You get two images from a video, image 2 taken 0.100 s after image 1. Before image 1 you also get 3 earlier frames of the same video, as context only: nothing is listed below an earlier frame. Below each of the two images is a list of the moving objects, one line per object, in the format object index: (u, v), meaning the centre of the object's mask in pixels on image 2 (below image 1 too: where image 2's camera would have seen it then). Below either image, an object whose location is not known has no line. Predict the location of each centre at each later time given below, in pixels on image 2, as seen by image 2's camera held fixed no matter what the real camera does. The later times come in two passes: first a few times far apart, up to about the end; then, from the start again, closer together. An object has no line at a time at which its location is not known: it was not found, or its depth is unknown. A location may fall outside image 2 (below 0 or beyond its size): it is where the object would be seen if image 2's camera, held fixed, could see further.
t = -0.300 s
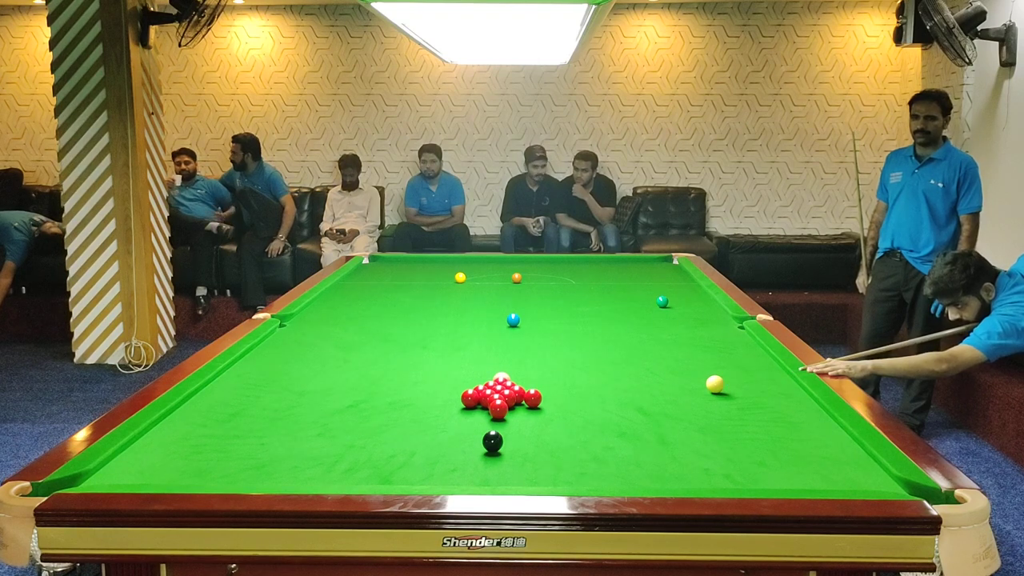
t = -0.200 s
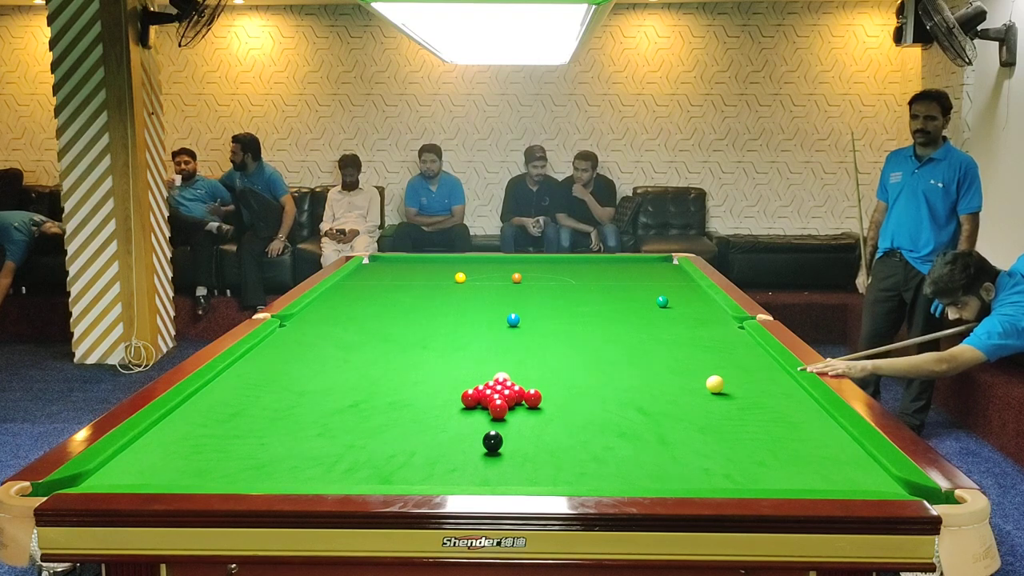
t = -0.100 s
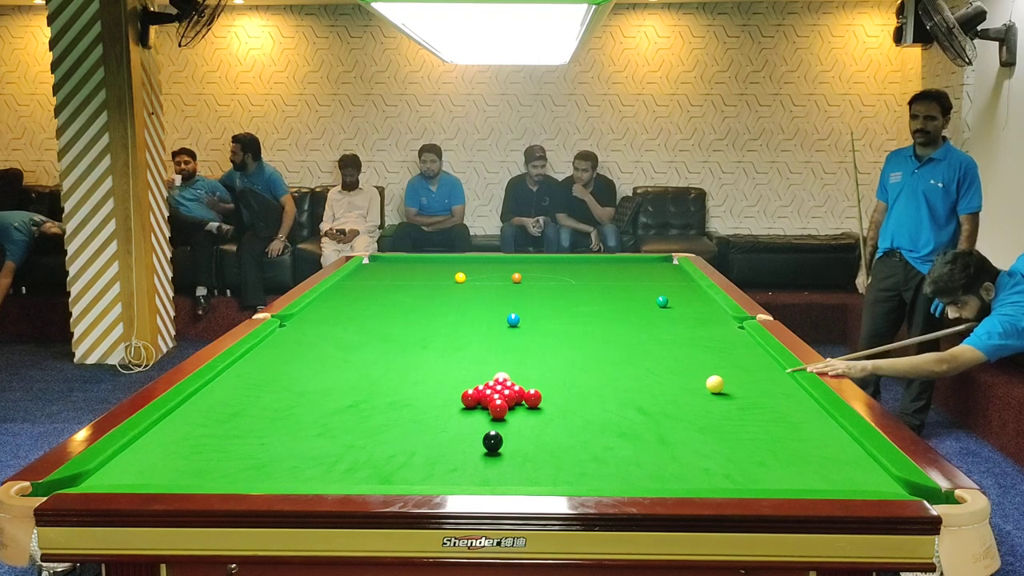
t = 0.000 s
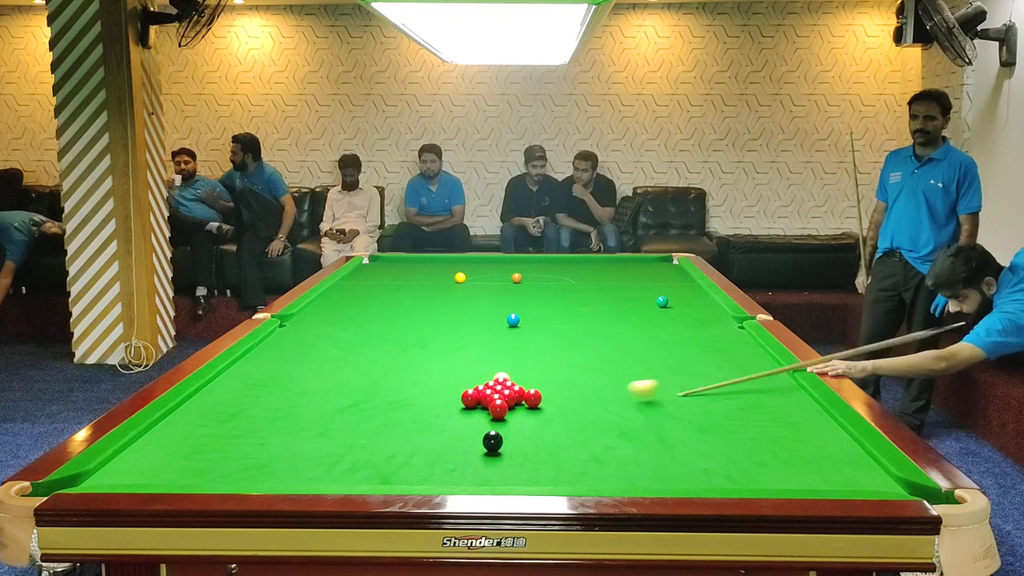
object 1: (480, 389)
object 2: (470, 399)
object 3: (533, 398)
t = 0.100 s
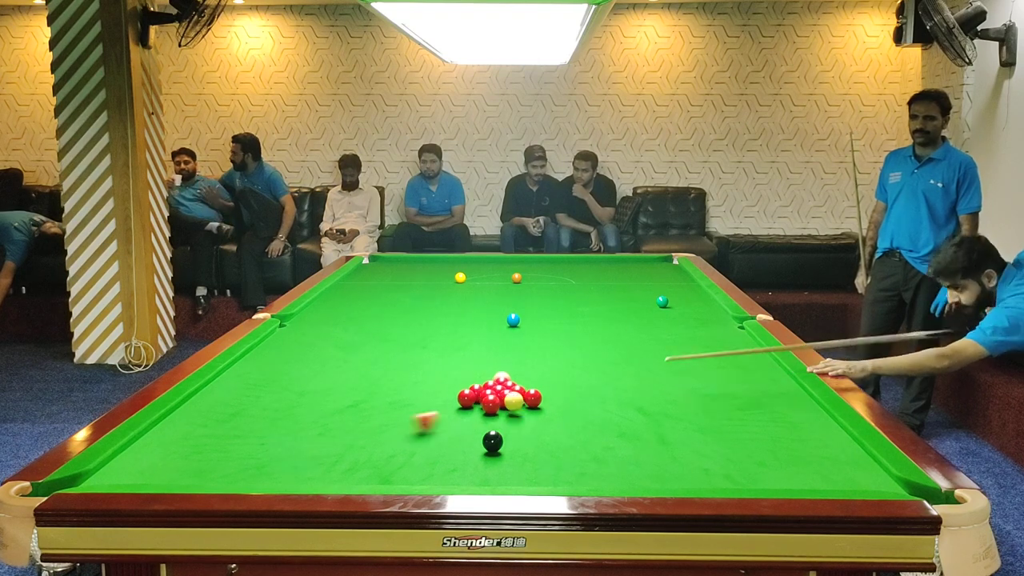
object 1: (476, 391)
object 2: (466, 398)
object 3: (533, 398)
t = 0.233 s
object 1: (463, 388)
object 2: (454, 398)
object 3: (536, 397)
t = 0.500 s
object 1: (437, 383)
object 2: (432, 396)
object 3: (548, 395)
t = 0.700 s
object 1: (419, 380)
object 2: (416, 396)
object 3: (557, 394)
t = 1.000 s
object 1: (395, 376)
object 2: (396, 395)
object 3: (569, 391)
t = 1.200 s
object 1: (380, 373)
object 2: (383, 395)
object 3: (576, 390)
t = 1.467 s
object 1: (362, 370)
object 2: (368, 394)
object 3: (583, 389)
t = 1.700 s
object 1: (348, 367)
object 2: (357, 394)
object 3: (589, 388)
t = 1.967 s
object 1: (334, 364)
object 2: (346, 394)
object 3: (593, 387)
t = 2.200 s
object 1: (322, 362)
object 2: (338, 393)
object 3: (597, 387)
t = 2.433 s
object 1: (312, 360)
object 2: (331, 393)
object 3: (599, 386)
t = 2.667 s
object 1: (303, 358)
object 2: (325, 394)
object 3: (600, 386)
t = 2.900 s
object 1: (295, 357)
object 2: (322, 393)
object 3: (600, 386)
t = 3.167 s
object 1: (286, 355)
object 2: (319, 393)
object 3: (600, 386)
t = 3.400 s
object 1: (281, 354)
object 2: (319, 393)
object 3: (599, 381)
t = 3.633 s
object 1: (276, 353)
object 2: (320, 393)
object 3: (600, 386)
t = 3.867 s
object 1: (272, 352)
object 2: (320, 393)
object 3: (600, 386)
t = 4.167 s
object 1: (268, 351)
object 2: (320, 393)
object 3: (600, 386)
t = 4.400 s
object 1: (266, 351)
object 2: (320, 393)
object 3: (600, 386)
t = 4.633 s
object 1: (265, 351)
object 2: (320, 393)
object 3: (600, 386)
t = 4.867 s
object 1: (264, 351)
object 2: (320, 393)
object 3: (600, 386)
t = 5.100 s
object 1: (265, 351)
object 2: (320, 393)
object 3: (600, 386)
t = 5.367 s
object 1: (265, 351)
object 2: (320, 393)
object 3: (600, 386)
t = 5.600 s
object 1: (264, 351)
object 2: (320, 393)
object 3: (600, 386)
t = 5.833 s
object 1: (264, 351)
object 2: (320, 393)
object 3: (600, 386)
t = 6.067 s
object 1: (264, 351)
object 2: (320, 393)
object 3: (600, 386)
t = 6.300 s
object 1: (265, 351)
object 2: (320, 393)
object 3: (600, 386)
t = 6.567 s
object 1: (264, 351)
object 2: (320, 393)
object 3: (600, 386)
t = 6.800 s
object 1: (264, 351)
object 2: (320, 393)
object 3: (600, 386)
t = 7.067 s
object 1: (264, 351)
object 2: (320, 393)
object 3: (600, 386)
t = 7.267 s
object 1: (264, 351)
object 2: (320, 393)
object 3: (600, 386)
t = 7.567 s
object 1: (264, 351)
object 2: (320, 393)
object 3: (600, 386)
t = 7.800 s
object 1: (265, 351)
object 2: (320, 393)
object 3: (600, 386)
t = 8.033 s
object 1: (265, 351)
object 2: (320, 393)
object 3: (600, 386)
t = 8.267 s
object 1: (265, 351)
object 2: (320, 393)
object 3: (600, 386)
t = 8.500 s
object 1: (264, 351)
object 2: (320, 393)
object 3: (600, 386)
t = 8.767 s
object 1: (264, 351)
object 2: (320, 393)
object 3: (600, 386)
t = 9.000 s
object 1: (264, 351)
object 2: (320, 393)
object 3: (600, 386)
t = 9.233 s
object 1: (265, 351)
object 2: (320, 393)
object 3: (600, 386)
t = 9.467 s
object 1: (265, 351)
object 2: (320, 393)
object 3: (600, 386)
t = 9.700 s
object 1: (264, 351)
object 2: (320, 393)
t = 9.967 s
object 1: (265, 351)
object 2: (320, 393)
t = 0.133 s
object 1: (474, 391)
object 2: (463, 398)
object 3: (533, 398)
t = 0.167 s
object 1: (470, 390)
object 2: (460, 398)
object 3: (533, 398)
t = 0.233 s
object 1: (463, 388)
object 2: (454, 398)
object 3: (536, 397)
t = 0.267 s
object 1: (460, 387)
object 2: (451, 397)
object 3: (539, 396)
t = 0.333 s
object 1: (453, 386)
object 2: (445, 397)
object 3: (542, 393)
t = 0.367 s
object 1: (450, 385)
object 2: (442, 397)
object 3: (542, 392)
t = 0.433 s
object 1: (444, 384)
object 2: (437, 397)
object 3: (543, 394)
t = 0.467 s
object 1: (440, 383)
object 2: (434, 396)
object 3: (546, 395)
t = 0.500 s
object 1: (437, 383)
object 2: (432, 396)
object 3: (548, 395)
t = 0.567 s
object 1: (431, 382)
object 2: (426, 396)
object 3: (551, 395)
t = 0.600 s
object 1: (428, 381)
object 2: (424, 396)
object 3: (553, 394)
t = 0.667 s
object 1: (422, 380)
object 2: (419, 396)
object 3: (556, 394)
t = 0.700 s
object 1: (419, 380)
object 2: (416, 396)
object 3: (557, 394)
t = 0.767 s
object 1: (414, 379)
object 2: (412, 396)
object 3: (560, 393)
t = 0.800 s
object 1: (411, 379)
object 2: (409, 396)
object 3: (561, 393)
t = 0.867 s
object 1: (405, 378)
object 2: (405, 396)
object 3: (564, 392)
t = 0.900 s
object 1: (403, 377)
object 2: (402, 396)
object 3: (565, 392)
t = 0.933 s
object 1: (400, 377)
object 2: (400, 395)
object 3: (567, 392)
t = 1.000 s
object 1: (395, 376)
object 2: (396, 395)
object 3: (569, 391)
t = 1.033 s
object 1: (393, 376)
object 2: (393, 395)
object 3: (570, 391)
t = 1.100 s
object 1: (388, 375)
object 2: (389, 395)
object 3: (572, 391)
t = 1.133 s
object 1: (385, 374)
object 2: (387, 395)
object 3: (574, 391)
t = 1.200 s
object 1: (380, 373)
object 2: (383, 395)
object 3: (576, 390)
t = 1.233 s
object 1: (378, 373)
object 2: (381, 395)
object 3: (577, 390)
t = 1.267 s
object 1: (376, 372)
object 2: (379, 395)
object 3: (578, 390)
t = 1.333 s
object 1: (371, 372)
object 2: (375, 395)
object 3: (580, 389)
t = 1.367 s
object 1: (369, 371)
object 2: (374, 395)
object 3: (581, 389)
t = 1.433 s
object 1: (365, 370)
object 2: (370, 394)
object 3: (582, 389)
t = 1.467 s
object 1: (362, 370)
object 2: (368, 394)
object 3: (583, 389)
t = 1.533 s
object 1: (358, 369)
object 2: (365, 394)
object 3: (585, 388)
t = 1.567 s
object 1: (356, 369)
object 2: (363, 394)
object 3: (586, 388)
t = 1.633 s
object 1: (352, 368)
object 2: (360, 394)
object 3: (587, 388)
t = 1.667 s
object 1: (350, 368)
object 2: (359, 394)
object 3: (588, 388)
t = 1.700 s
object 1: (348, 367)
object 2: (357, 394)
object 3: (589, 388)
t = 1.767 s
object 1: (345, 366)
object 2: (354, 394)
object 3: (590, 387)
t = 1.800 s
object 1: (343, 366)
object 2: (353, 394)
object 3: (591, 387)
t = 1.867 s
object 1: (339, 365)
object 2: (350, 394)
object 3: (592, 387)
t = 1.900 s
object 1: (337, 365)
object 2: (349, 394)
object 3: (592, 387)
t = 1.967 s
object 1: (334, 364)
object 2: (346, 394)
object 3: (593, 387)
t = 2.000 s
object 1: (332, 364)
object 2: (345, 394)
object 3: (594, 387)
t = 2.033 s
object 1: (330, 364)
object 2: (344, 394)
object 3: (594, 387)
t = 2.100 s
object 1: (327, 363)
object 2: (341, 394)
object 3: (595, 387)
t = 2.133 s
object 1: (325, 363)
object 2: (340, 394)
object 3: (596, 386)
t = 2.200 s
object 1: (322, 362)
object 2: (338, 393)
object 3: (597, 387)
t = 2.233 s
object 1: (321, 362)
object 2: (337, 394)
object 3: (597, 386)
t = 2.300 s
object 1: (318, 361)
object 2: (335, 394)
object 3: (598, 386)
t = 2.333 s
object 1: (316, 361)
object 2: (334, 393)
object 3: (598, 386)
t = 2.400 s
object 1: (313, 360)
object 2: (332, 394)
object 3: (599, 386)
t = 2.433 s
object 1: (312, 360)
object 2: (331, 393)
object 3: (599, 386)
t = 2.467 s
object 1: (311, 360)
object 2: (330, 394)
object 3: (599, 386)
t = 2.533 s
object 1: (308, 359)
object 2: (329, 394)
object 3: (599, 386)
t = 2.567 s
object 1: (307, 359)
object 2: (328, 394)
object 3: (600, 386)
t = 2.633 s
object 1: (304, 358)
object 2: (326, 394)
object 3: (600, 386)
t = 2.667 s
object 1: (303, 358)
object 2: (325, 394)
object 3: (600, 386)
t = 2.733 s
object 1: (300, 358)
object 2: (324, 394)
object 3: (600, 386)
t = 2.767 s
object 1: (299, 357)
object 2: (324, 394)
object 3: (600, 386)
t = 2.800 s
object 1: (298, 357)
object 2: (323, 394)
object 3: (600, 386)
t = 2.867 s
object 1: (296, 357)
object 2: (322, 393)
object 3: (600, 386)
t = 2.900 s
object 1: (295, 357)
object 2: (322, 393)
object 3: (600, 386)
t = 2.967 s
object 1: (293, 356)
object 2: (321, 393)
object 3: (600, 386)
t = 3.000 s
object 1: (291, 356)
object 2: (320, 393)
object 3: (599, 386)
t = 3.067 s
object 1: (289, 356)
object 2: (320, 393)
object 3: (600, 386)
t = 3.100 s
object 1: (288, 355)
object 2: (320, 393)
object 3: (599, 386)
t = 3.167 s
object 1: (286, 355)
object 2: (319, 393)
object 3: (600, 386)
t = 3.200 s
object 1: (286, 355)
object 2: (319, 393)
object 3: (599, 386)
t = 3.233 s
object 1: (285, 355)
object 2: (319, 393)
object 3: (599, 386)
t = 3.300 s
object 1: (283, 354)
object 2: (319, 393)
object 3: (597, 385)
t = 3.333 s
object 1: (282, 354)
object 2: (319, 393)
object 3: (597, 384)
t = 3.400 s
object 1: (281, 354)
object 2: (319, 393)
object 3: (599, 381)
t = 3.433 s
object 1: (280, 354)
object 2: (319, 393)
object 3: (601, 381)
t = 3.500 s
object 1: (278, 353)
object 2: (319, 393)
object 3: (602, 384)
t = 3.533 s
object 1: (278, 353)
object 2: (319, 393)
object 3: (602, 385)
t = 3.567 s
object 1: (277, 353)
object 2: (319, 393)
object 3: (601, 386)
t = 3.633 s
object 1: (276, 353)
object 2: (320, 393)
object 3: (600, 386)
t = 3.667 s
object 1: (275, 353)
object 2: (320, 393)
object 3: (600, 386)
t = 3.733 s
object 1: (274, 353)
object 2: (320, 393)
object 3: (600, 386)
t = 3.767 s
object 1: (273, 352)
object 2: (320, 393)
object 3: (600, 386)
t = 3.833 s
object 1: (272, 352)
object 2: (320, 393)
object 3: (600, 386)
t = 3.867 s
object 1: (272, 352)
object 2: (320, 393)
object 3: (600, 386)
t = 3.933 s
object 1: (271, 352)
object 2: (320, 393)
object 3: (600, 386)
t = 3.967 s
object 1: (270, 352)
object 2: (320, 393)
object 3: (600, 386)
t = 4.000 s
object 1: (270, 352)
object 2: (320, 393)
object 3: (600, 386)
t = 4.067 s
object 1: (269, 352)
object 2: (320, 393)
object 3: (600, 386)
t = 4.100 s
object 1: (269, 351)
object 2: (320, 393)
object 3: (600, 386)
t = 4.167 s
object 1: (268, 351)
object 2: (320, 393)
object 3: (600, 386)
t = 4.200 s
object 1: (268, 351)
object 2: (320, 393)
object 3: (600, 386)
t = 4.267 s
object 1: (267, 351)
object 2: (320, 393)
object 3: (600, 386)
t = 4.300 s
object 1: (267, 351)
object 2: (320, 393)
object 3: (600, 386)
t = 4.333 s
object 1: (267, 351)
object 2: (320, 393)
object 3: (600, 386)
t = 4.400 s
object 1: (266, 351)
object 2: (320, 393)
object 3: (600, 386)
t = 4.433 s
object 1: (266, 351)
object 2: (320, 393)
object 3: (600, 386)
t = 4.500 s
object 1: (266, 351)
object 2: (320, 393)
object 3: (600, 386)
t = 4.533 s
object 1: (265, 351)
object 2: (320, 393)
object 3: (600, 386)
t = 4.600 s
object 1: (265, 351)
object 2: (320, 393)
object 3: (600, 386)
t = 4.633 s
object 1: (265, 351)
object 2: (320, 393)
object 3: (600, 386)
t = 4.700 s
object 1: (265, 351)
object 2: (320, 393)
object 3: (600, 386)
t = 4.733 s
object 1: (264, 351)
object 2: (320, 393)
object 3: (600, 386)
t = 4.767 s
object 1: (264, 351)
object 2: (320, 393)
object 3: (600, 386)
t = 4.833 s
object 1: (264, 351)
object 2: (320, 393)
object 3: (600, 386)
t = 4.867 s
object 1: (264, 351)
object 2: (320, 393)
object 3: (600, 386)
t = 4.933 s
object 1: (264, 351)
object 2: (320, 393)
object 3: (600, 386)
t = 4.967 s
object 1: (264, 350)
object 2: (320, 393)
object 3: (600, 386)
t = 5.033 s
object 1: (264, 351)
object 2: (320, 393)
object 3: (600, 386)
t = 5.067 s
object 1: (265, 351)
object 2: (320, 393)
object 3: (600, 386)
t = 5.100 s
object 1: (265, 351)
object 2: (320, 393)
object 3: (600, 386)
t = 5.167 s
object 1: (265, 351)
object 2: (320, 393)
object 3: (600, 386)
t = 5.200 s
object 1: (265, 351)
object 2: (320, 393)
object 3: (600, 386)
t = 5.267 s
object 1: (265, 351)
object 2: (320, 393)
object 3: (600, 386)
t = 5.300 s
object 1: (265, 351)
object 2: (320, 393)
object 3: (600, 386)
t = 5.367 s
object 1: (265, 351)
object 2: (320, 393)
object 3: (600, 386)
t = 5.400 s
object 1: (265, 351)
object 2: (320, 393)
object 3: (600, 386)
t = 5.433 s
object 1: (264, 351)
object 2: (320, 393)
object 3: (600, 386)
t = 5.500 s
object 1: (265, 351)
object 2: (320, 393)
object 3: (600, 386)
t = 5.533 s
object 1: (265, 351)
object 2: (320, 393)
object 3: (600, 386)
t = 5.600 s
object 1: (264, 351)
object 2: (320, 393)
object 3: (600, 386)
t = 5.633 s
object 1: (264, 351)
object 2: (320, 393)
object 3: (599, 386)
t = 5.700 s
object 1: (264, 351)
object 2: (320, 393)
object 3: (600, 386)
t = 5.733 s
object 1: (264, 351)
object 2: (320, 393)
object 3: (600, 386)
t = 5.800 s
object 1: (265, 351)
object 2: (320, 393)
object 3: (600, 386)
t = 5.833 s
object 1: (264, 351)
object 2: (320, 393)
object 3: (600, 386)
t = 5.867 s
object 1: (265, 351)
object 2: (320, 393)
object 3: (600, 386)
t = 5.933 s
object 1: (264, 351)
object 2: (320, 393)
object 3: (600, 386)
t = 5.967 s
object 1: (265, 351)
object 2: (320, 393)
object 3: (600, 386)
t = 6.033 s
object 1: (265, 351)
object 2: (320, 393)
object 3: (600, 386)
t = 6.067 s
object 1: (264, 351)
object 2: (320, 393)
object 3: (600, 386)
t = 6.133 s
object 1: (264, 351)
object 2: (320, 393)
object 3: (600, 386)
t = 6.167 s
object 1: (265, 351)
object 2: (320, 393)
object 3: (599, 386)
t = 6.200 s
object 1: (265, 351)
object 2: (320, 393)
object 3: (599, 386)
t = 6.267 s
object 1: (265, 351)
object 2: (320, 393)
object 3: (600, 386)
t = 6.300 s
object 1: (265, 351)
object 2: (320, 393)
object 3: (600, 386)
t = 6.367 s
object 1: (264, 351)
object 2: (320, 393)
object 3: (600, 386)
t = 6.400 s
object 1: (264, 351)
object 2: (320, 393)
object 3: (600, 386)
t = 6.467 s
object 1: (264, 351)
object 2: (320, 393)
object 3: (600, 386)
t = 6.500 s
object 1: (264, 351)
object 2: (320, 393)
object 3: (600, 386)
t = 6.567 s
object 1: (264, 351)
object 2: (320, 393)
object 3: (600, 386)
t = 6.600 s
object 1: (264, 351)
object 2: (320, 393)
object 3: (600, 386)
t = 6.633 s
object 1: (264, 351)
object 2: (320, 393)
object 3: (600, 386)
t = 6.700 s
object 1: (264, 351)
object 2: (320, 393)
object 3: (600, 386)
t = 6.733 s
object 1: (265, 351)
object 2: (320, 393)
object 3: (600, 386)
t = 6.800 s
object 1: (264, 351)
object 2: (320, 393)
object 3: (600, 386)
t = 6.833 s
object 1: (264, 351)
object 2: (320, 393)
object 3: (600, 386)
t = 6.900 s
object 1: (264, 351)
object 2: (320, 393)
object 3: (600, 386)
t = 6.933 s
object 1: (264, 351)
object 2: (320, 393)
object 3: (600, 386)
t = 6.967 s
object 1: (264, 351)
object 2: (320, 393)
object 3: (600, 386)
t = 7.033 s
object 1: (264, 351)
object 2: (320, 393)
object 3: (600, 386)
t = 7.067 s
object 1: (264, 351)
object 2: (320, 393)
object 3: (600, 386)
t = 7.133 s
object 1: (265, 351)
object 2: (320, 393)
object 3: (600, 386)
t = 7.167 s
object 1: (265, 351)
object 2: (320, 393)
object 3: (600, 386)
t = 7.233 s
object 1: (264, 351)
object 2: (320, 393)
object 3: (600, 386)
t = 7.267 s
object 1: (264, 351)
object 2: (320, 393)
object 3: (600, 386)
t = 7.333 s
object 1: (265, 351)
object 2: (320, 393)
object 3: (600, 386)
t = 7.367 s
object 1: (265, 351)
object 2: (320, 393)
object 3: (600, 386)
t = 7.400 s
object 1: (265, 351)
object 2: (320, 393)
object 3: (600, 386)
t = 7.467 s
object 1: (264, 351)
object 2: (320, 393)
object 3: (600, 386)
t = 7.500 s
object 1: (265, 351)
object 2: (320, 393)
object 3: (600, 386)
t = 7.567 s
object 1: (264, 351)
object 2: (320, 393)
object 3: (600, 386)
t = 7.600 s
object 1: (265, 351)
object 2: (320, 393)
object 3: (600, 386)
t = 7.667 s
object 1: (265, 351)
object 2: (320, 393)
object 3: (600, 386)
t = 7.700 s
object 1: (265, 351)
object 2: (320, 393)
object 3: (600, 386)
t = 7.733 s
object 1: (265, 351)
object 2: (320, 393)
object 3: (600, 386)
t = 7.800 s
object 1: (265, 351)
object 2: (320, 393)
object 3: (600, 386)
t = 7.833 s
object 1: (265, 351)
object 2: (320, 393)
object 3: (600, 386)
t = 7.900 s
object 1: (264, 351)
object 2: (320, 393)
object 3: (600, 386)
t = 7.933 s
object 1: (264, 351)
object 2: (320, 393)
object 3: (600, 386)
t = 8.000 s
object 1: (265, 351)
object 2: (320, 393)
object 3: (600, 386)
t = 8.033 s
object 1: (265, 351)
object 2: (320, 393)
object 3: (600, 386)
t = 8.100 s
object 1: (265, 351)
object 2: (320, 393)
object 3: (600, 386)
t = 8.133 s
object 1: (265, 351)
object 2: (320, 393)
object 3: (600, 386)
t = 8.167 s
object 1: (265, 351)
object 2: (320, 393)
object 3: (600, 386)
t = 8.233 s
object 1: (265, 351)
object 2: (320, 393)
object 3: (600, 386)
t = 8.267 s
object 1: (265, 351)
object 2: (320, 393)
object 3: (600, 386)
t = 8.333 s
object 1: (265, 351)
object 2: (320, 393)
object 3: (600, 386)
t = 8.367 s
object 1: (265, 351)
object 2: (320, 393)
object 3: (600, 386)
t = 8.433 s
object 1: (265, 351)
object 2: (320, 393)
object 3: (600, 386)
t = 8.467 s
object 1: (264, 351)
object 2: (320, 393)
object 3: (600, 386)
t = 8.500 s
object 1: (264, 351)
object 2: (320, 393)
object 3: (600, 386)
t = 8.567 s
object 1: (264, 351)
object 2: (320, 393)
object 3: (600, 386)
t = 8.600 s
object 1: (264, 351)
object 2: (320, 393)
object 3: (600, 386)
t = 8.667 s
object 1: (264, 351)
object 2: (320, 393)
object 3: (600, 386)
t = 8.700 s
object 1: (264, 351)
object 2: (320, 393)
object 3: (600, 386)
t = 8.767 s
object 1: (264, 351)
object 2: (320, 393)
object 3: (600, 386)
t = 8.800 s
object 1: (264, 351)
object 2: (320, 393)
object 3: (600, 386)
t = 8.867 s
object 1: (264, 351)
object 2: (320, 393)
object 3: (600, 386)
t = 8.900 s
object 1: (264, 351)
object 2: (320, 393)
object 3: (600, 386)
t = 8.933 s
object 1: (264, 351)
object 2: (320, 393)
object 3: (600, 386)
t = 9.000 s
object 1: (264, 351)
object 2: (320, 393)
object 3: (600, 386)
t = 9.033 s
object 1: (264, 351)
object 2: (320, 393)
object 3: (600, 386)
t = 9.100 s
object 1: (264, 351)
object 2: (320, 393)
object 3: (600, 386)
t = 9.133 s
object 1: (264, 351)
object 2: (320, 393)
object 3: (600, 386)
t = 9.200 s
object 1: (264, 351)
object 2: (320, 393)
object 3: (600, 386)
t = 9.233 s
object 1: (265, 351)
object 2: (320, 393)
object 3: (600, 386)
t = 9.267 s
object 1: (265, 351)
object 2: (320, 393)
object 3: (600, 386)
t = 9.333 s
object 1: (265, 351)
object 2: (320, 393)
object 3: (600, 386)
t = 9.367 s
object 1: (264, 351)
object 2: (320, 393)
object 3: (600, 386)
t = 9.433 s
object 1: (265, 351)
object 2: (320, 393)
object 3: (600, 386)
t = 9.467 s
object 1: (265, 351)
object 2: (320, 393)
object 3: (600, 386)
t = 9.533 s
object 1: (264, 351)
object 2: (320, 393)
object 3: (599, 386)
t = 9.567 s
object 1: (264, 351)
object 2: (320, 393)
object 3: (599, 387)
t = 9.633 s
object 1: (264, 351)
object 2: (320, 393)
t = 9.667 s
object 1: (264, 351)
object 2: (320, 393)
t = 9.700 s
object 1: (264, 351)
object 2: (320, 393)
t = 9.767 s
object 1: (264, 351)
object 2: (320, 393)
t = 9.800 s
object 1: (264, 351)
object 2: (320, 393)
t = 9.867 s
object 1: (265, 351)
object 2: (320, 393)
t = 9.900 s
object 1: (265, 351)
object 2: (320, 393)
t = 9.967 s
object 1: (265, 351)
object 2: (320, 393)
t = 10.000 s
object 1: (264, 351)
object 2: (320, 393)
